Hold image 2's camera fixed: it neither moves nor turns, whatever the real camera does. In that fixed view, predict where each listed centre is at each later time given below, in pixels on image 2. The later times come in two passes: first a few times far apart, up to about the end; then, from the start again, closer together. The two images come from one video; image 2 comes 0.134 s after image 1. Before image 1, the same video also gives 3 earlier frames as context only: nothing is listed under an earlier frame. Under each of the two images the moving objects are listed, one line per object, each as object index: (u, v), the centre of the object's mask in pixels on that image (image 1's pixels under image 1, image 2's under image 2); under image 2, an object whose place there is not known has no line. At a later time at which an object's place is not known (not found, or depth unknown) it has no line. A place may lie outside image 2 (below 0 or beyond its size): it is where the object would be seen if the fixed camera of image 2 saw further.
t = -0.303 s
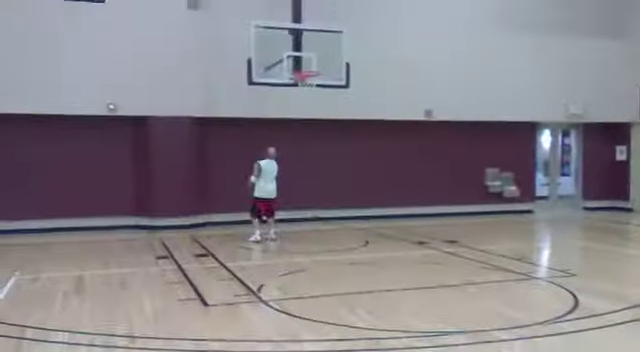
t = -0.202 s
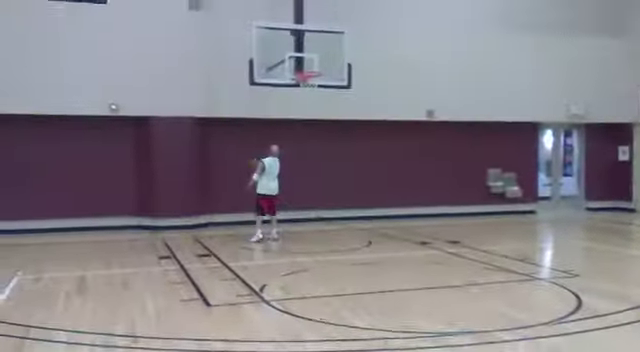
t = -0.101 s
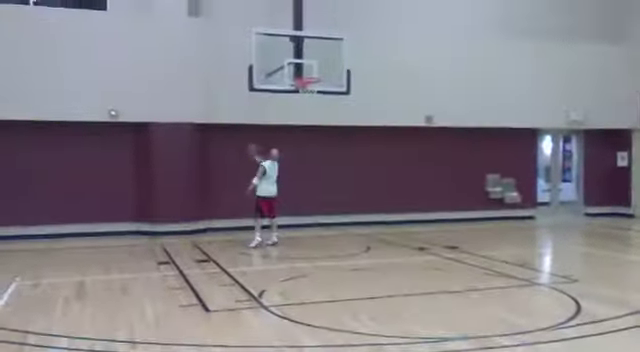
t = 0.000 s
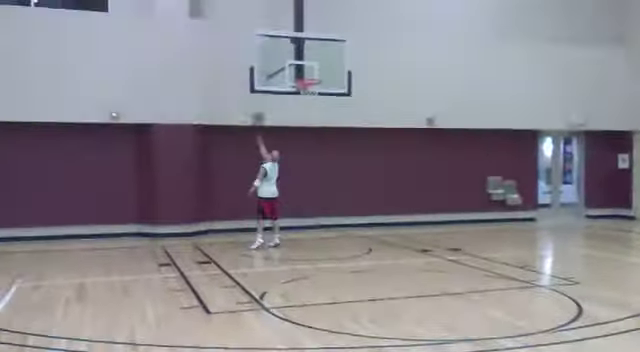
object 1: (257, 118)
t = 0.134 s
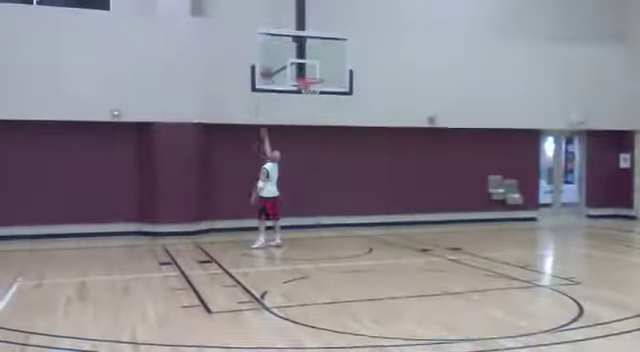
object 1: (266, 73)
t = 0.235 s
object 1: (271, 48)
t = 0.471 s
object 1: (284, 6)
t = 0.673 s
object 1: (311, 7)
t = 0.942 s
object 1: (313, 9)
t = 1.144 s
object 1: (326, 47)
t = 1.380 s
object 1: (341, 121)
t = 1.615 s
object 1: (357, 225)
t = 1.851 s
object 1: (362, 185)
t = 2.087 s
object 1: (363, 133)
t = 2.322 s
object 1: (364, 110)
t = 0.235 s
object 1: (271, 48)
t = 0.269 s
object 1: (273, 41)
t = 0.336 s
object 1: (277, 24)
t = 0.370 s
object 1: (279, 21)
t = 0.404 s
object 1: (281, 16)
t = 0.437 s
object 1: (283, 11)
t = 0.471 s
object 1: (284, 6)
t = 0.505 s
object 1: (287, 4)
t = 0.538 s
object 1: (288, 3)
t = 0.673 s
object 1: (311, 7)
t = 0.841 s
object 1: (309, 3)
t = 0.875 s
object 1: (310, 4)
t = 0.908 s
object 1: (311, 7)
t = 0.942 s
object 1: (313, 9)
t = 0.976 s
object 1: (315, 12)
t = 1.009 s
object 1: (317, 19)
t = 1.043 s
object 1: (319, 24)
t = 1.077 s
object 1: (322, 31)
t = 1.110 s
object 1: (324, 39)
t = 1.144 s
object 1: (326, 47)
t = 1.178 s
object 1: (328, 56)
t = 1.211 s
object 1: (330, 64)
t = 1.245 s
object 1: (332, 75)
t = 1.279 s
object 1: (335, 86)
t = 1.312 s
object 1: (337, 98)
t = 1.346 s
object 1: (339, 110)
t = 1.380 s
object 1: (341, 121)
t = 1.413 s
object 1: (344, 135)
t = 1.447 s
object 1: (346, 146)
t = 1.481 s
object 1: (348, 161)
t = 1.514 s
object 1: (352, 175)
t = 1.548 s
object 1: (353, 190)
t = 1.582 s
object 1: (355, 206)
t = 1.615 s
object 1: (357, 225)
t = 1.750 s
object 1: (361, 221)
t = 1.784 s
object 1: (362, 208)
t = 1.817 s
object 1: (362, 196)
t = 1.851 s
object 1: (362, 185)
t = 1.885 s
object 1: (363, 175)
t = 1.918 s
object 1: (363, 167)
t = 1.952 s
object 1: (363, 158)
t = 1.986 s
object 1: (363, 150)
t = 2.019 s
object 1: (363, 142)
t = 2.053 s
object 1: (362, 136)
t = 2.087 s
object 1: (363, 133)
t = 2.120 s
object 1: (363, 128)
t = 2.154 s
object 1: (363, 122)
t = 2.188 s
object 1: (364, 118)
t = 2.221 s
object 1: (364, 115)
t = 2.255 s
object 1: (364, 113)
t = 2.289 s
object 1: (364, 111)
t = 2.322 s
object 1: (364, 110)
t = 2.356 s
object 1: (364, 110)
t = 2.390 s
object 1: (364, 109)
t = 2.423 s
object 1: (364, 110)
